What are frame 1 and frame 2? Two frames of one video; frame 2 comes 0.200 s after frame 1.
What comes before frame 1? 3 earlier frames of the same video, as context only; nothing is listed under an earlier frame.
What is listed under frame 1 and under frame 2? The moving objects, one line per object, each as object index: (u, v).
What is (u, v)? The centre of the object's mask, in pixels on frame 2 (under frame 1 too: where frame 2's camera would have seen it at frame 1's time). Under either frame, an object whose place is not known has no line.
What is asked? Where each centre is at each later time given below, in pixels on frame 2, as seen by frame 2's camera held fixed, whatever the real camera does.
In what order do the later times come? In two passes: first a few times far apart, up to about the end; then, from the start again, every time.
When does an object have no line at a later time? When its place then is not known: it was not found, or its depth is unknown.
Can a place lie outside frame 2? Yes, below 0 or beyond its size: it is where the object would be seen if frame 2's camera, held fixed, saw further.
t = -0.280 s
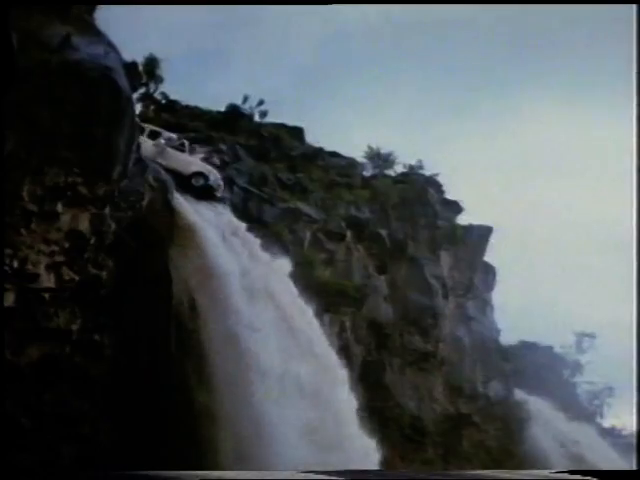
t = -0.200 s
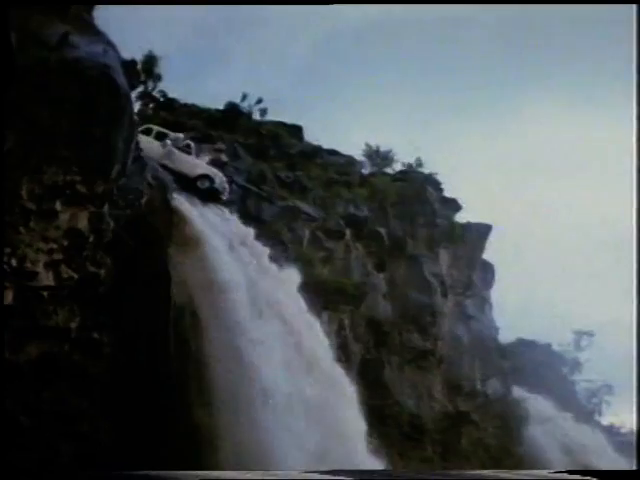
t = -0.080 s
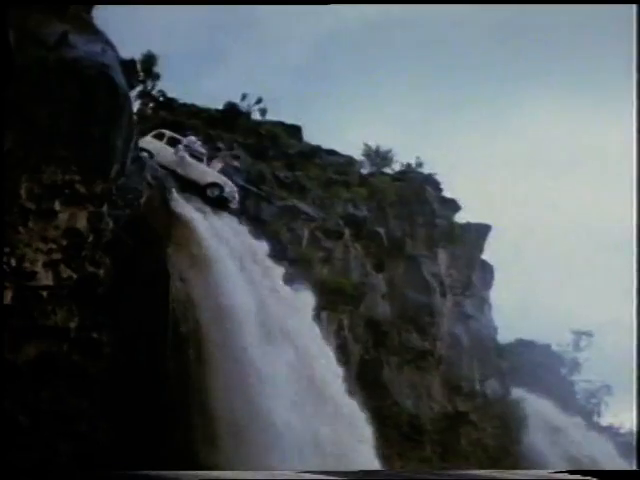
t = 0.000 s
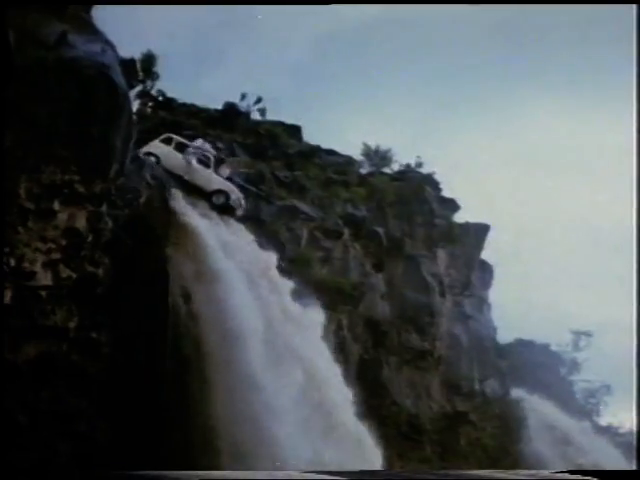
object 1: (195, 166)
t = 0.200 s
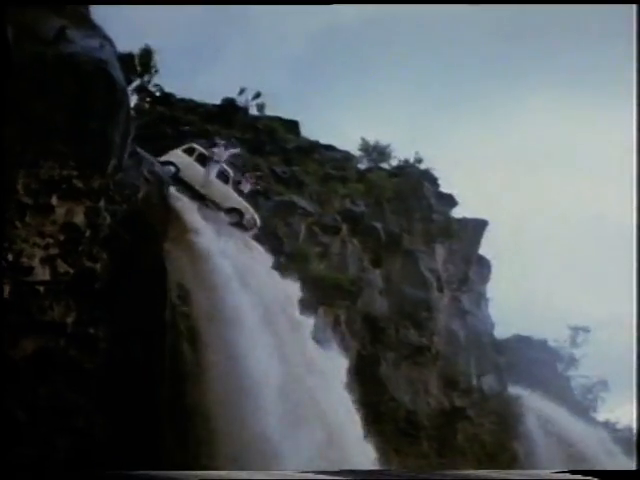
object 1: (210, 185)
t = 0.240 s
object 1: (213, 188)
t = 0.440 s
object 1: (234, 213)
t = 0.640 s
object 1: (256, 246)
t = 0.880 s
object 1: (283, 299)
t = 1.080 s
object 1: (305, 353)
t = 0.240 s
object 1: (213, 188)
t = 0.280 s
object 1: (217, 192)
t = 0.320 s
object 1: (221, 197)
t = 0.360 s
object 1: (226, 203)
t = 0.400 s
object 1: (230, 208)
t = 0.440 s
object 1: (234, 213)
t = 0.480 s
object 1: (240, 219)
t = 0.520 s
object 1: (245, 226)
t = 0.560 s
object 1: (249, 232)
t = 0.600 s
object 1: (252, 239)
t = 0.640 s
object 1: (256, 246)
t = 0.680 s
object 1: (260, 253)
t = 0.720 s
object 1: (265, 263)
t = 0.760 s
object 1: (270, 273)
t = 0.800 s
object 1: (275, 282)
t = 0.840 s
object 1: (278, 288)
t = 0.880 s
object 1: (283, 299)
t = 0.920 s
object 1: (287, 308)
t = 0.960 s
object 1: (291, 320)
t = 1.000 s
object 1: (297, 330)
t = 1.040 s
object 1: (301, 340)
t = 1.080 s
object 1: (305, 353)
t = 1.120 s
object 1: (309, 367)
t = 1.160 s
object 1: (314, 380)
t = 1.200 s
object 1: (318, 393)
